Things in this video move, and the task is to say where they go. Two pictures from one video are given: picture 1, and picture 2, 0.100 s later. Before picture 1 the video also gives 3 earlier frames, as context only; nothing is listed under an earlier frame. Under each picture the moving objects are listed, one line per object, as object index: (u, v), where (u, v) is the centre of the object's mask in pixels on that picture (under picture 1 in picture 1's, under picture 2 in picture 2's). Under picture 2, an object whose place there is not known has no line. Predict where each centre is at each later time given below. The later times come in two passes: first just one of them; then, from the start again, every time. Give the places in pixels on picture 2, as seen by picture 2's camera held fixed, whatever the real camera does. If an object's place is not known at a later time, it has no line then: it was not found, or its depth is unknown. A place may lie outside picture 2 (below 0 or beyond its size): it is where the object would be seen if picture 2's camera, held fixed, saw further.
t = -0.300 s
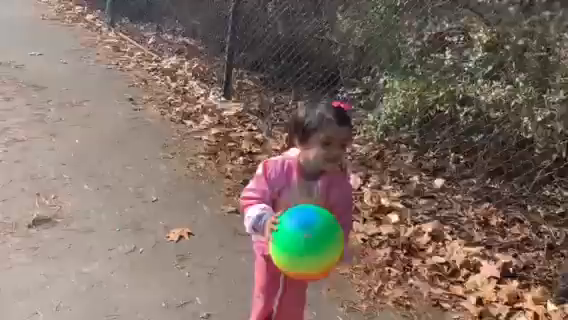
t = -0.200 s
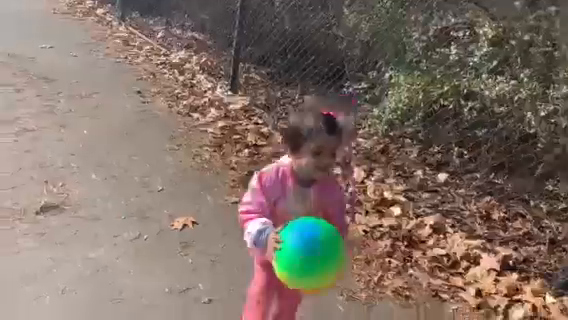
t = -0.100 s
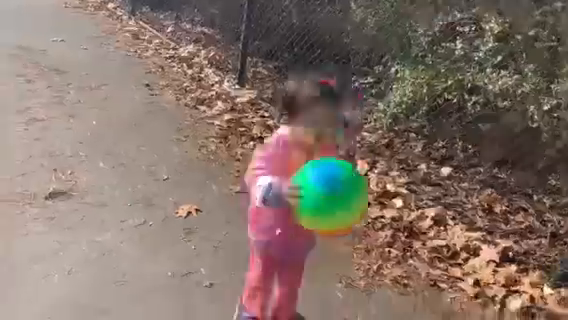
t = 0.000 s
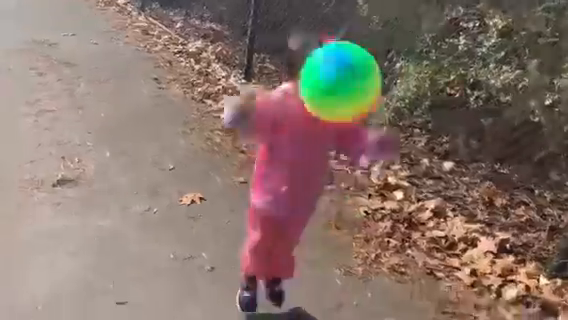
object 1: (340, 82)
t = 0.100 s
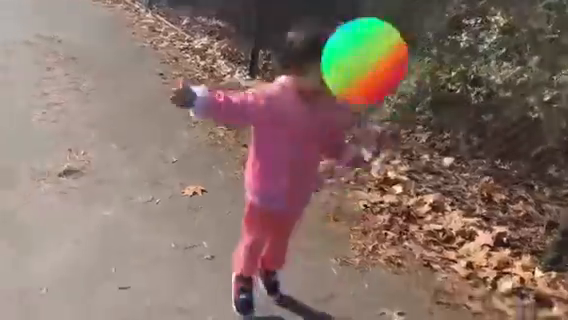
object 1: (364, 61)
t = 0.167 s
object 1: (380, 74)
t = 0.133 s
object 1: (372, 65)
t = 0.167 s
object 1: (380, 74)
